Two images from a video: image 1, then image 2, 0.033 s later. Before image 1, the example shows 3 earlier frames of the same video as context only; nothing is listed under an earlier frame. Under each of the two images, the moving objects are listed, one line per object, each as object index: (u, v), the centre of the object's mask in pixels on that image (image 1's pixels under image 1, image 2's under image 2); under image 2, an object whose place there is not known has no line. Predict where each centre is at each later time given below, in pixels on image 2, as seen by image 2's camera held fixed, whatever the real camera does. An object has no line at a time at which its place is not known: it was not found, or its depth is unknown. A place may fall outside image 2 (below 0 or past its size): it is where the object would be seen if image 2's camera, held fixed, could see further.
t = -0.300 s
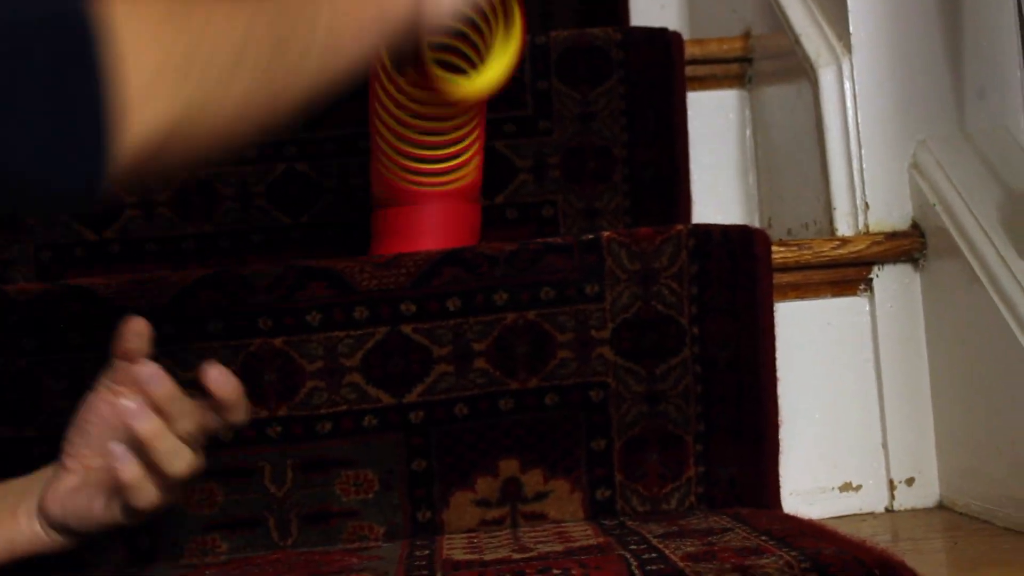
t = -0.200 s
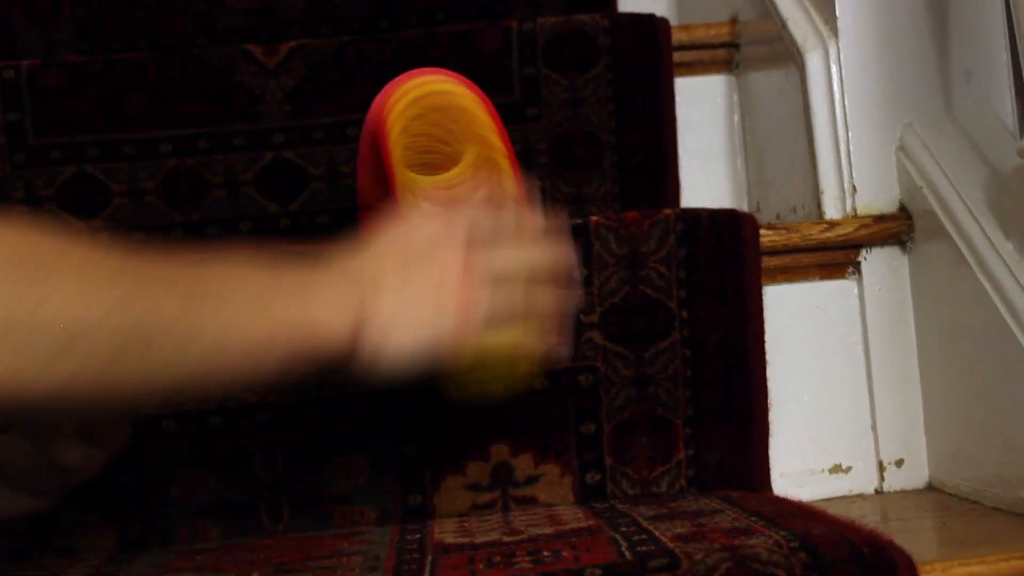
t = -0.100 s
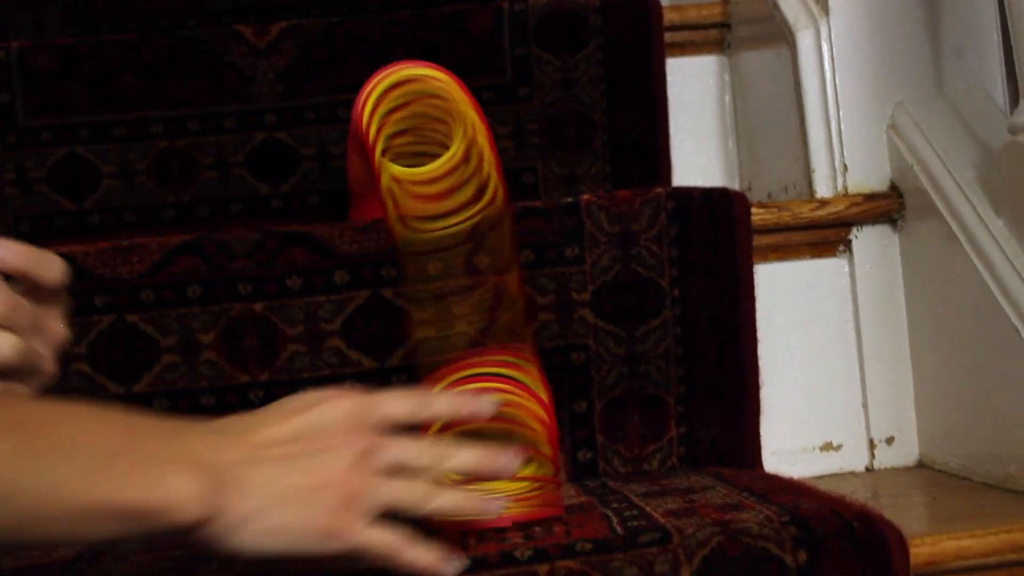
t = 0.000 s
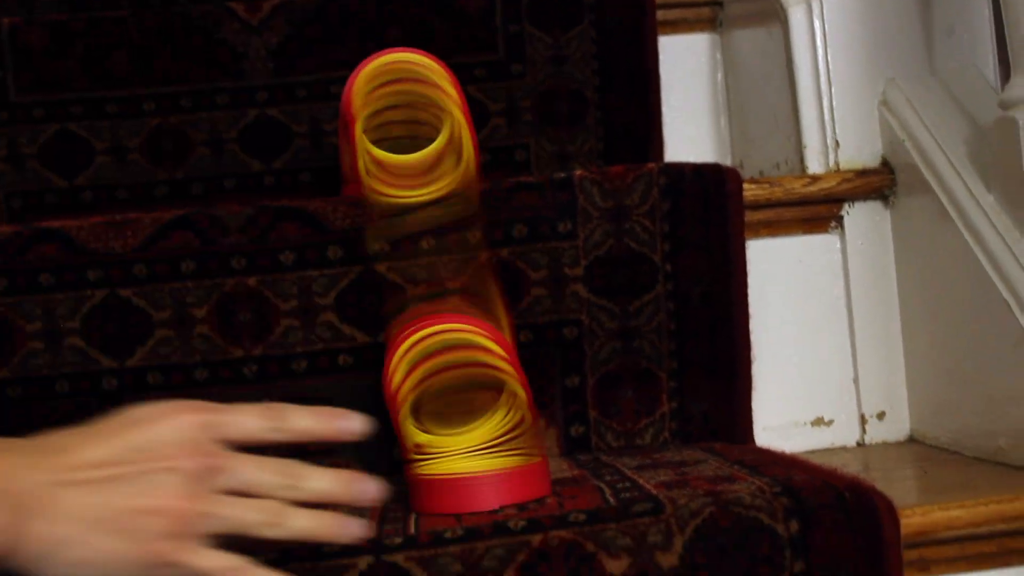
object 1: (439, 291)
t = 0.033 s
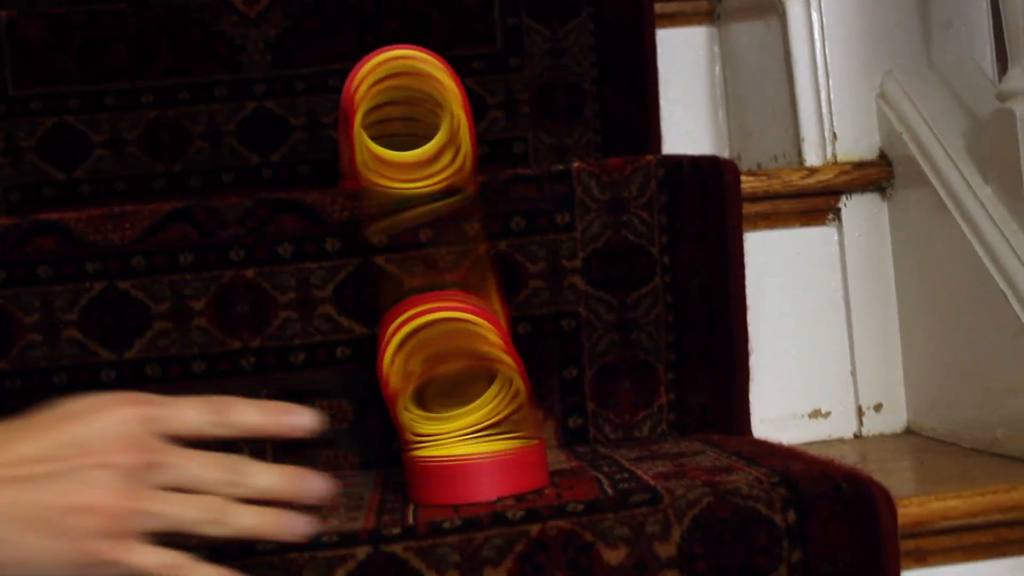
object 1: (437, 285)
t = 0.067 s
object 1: (435, 288)
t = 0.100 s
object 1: (432, 293)
